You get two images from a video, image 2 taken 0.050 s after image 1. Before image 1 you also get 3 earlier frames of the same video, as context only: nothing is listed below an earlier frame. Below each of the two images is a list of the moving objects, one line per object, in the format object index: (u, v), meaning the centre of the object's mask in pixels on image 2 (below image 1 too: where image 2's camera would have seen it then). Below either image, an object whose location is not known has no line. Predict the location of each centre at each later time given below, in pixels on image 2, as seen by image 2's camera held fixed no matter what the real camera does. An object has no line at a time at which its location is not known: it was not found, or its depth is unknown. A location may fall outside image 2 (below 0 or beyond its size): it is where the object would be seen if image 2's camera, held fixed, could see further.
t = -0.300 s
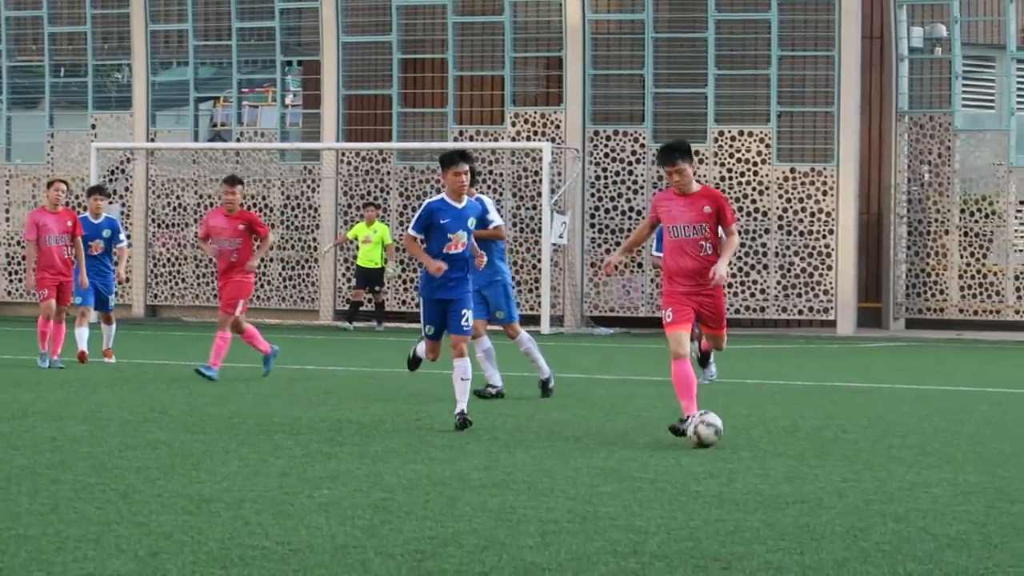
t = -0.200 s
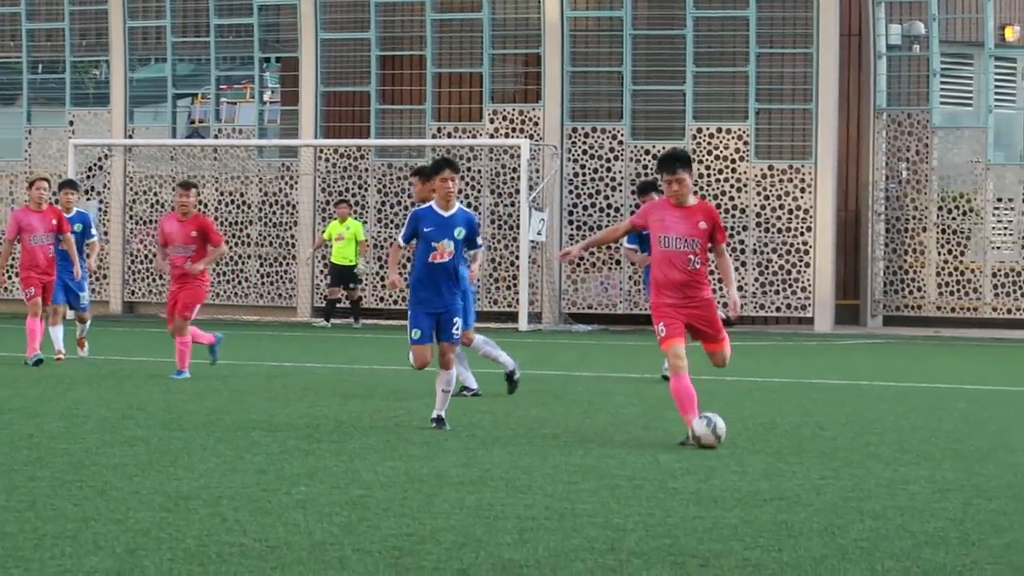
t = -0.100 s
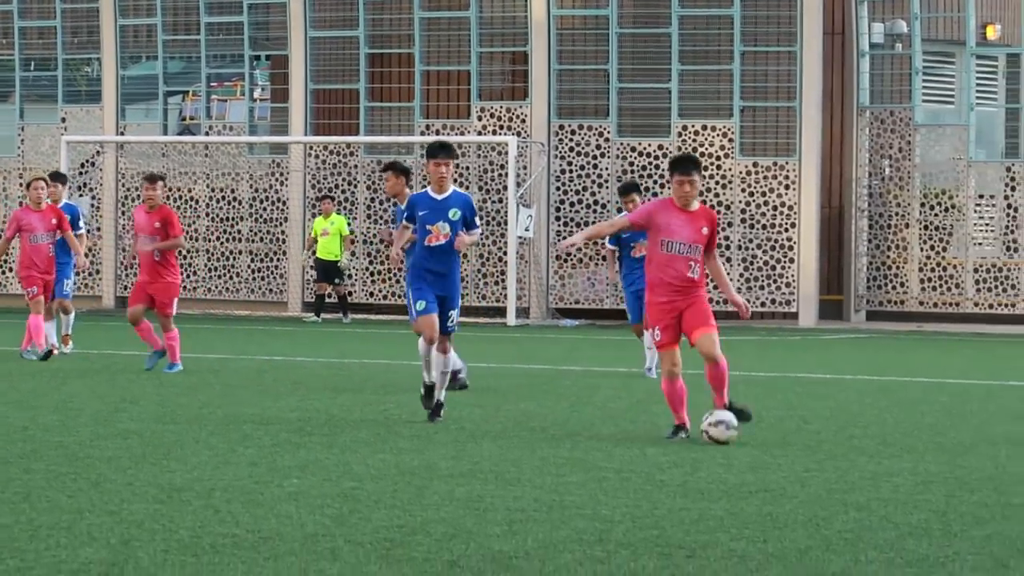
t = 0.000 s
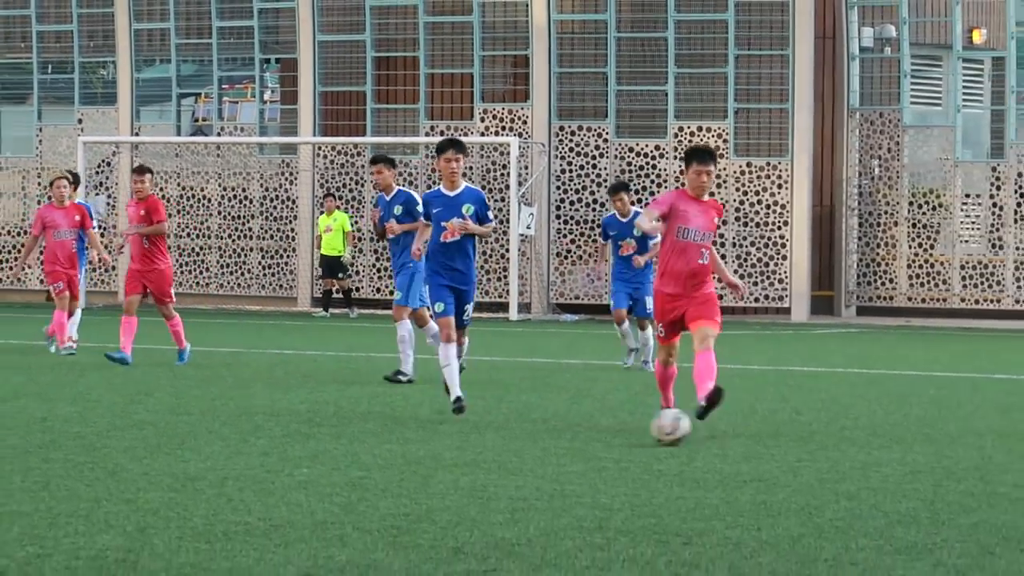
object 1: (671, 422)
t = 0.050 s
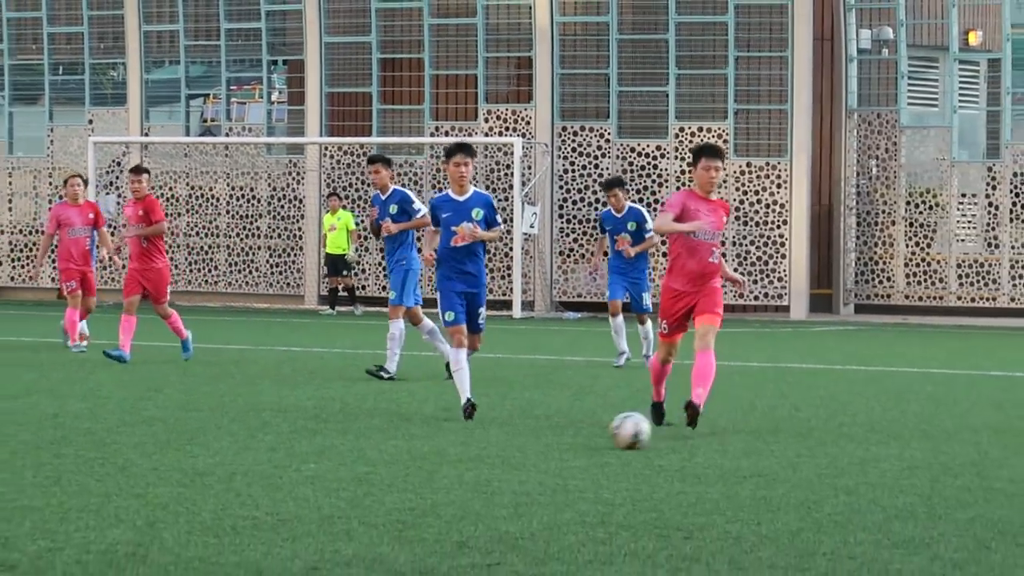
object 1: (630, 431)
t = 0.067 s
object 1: (616, 432)
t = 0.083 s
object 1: (603, 435)
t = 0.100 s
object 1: (588, 437)
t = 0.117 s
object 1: (574, 439)
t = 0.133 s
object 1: (558, 443)
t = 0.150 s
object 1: (544, 445)
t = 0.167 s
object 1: (528, 448)
